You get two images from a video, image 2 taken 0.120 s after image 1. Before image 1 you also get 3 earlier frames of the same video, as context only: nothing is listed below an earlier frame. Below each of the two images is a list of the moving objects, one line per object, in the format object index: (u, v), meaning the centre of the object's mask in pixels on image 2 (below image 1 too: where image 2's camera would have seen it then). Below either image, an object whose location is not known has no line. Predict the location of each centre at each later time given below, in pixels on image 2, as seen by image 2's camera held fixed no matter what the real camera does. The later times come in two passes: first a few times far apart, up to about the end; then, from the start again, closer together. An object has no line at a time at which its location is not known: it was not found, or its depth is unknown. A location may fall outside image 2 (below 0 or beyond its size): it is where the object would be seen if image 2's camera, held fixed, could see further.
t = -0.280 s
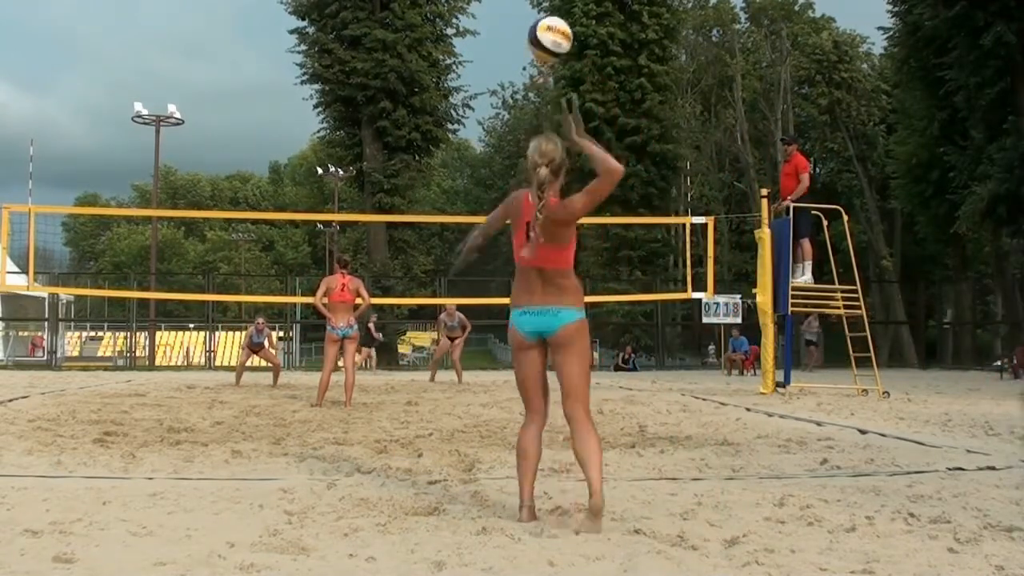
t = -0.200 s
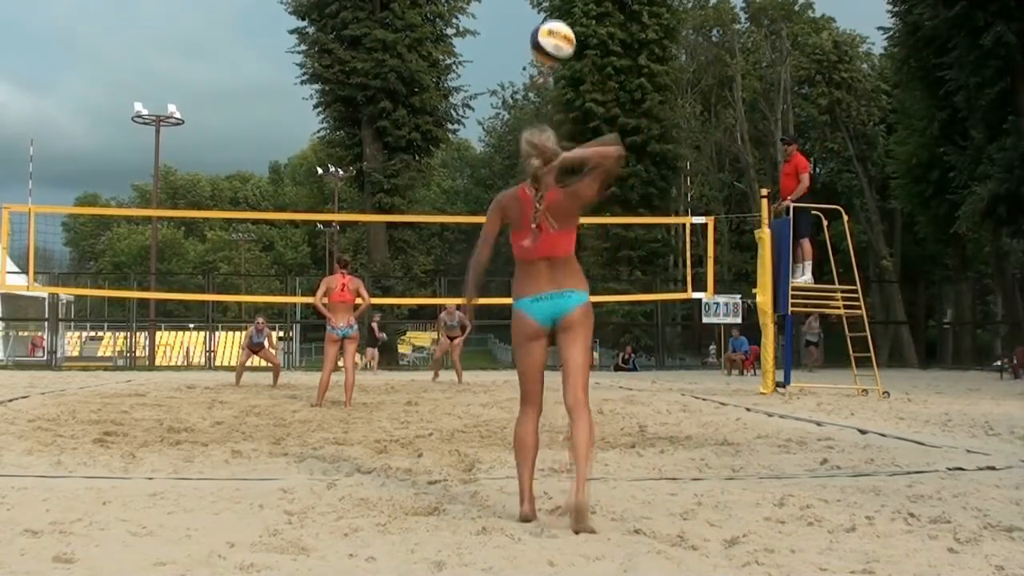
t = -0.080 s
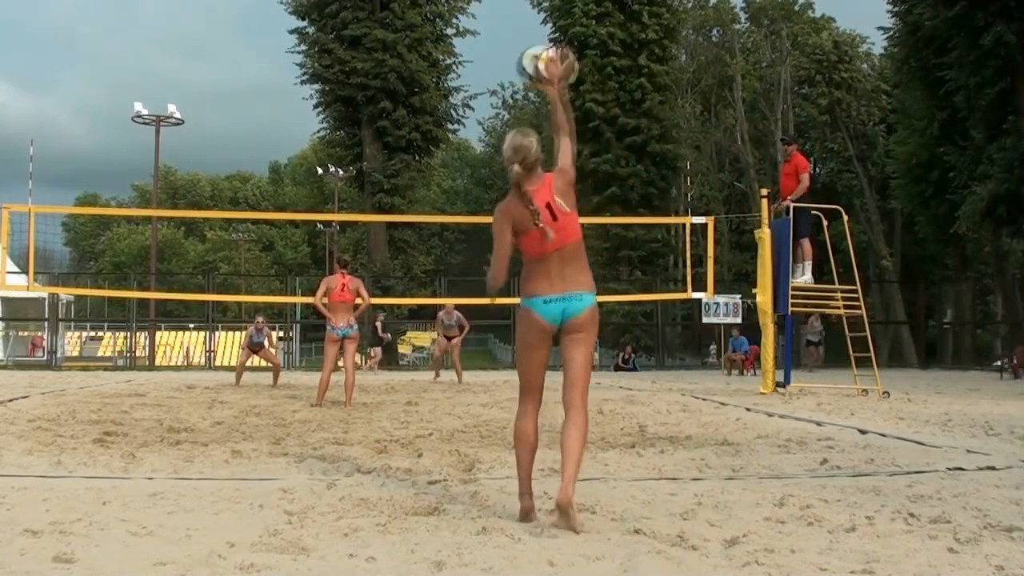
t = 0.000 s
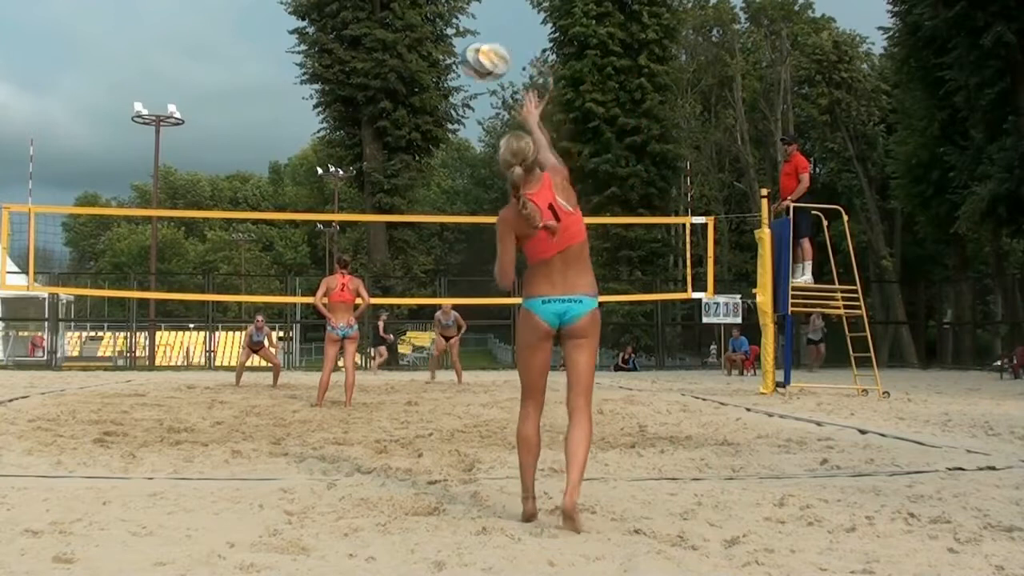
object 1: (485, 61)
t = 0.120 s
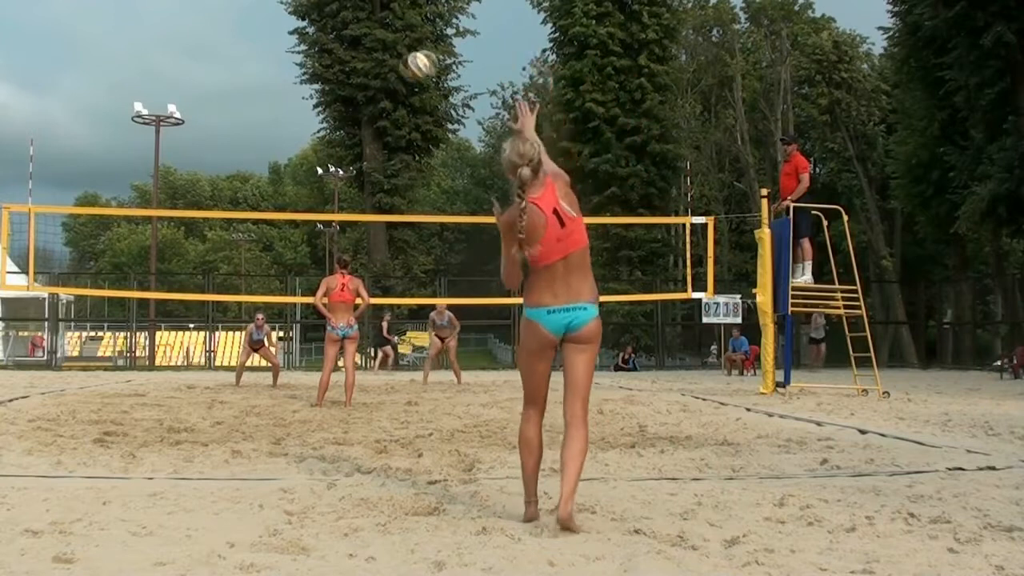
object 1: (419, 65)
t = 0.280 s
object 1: (361, 89)
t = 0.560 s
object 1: (311, 153)
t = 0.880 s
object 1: (293, 255)
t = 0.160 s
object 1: (402, 70)
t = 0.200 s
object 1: (386, 75)
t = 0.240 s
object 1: (373, 82)
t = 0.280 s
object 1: (361, 89)
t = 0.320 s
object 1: (351, 95)
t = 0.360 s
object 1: (341, 104)
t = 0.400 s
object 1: (335, 112)
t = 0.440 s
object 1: (328, 121)
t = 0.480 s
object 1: (322, 131)
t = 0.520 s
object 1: (316, 142)
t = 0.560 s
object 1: (311, 153)
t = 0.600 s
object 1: (308, 164)
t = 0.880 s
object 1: (293, 255)
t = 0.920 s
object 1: (292, 269)
